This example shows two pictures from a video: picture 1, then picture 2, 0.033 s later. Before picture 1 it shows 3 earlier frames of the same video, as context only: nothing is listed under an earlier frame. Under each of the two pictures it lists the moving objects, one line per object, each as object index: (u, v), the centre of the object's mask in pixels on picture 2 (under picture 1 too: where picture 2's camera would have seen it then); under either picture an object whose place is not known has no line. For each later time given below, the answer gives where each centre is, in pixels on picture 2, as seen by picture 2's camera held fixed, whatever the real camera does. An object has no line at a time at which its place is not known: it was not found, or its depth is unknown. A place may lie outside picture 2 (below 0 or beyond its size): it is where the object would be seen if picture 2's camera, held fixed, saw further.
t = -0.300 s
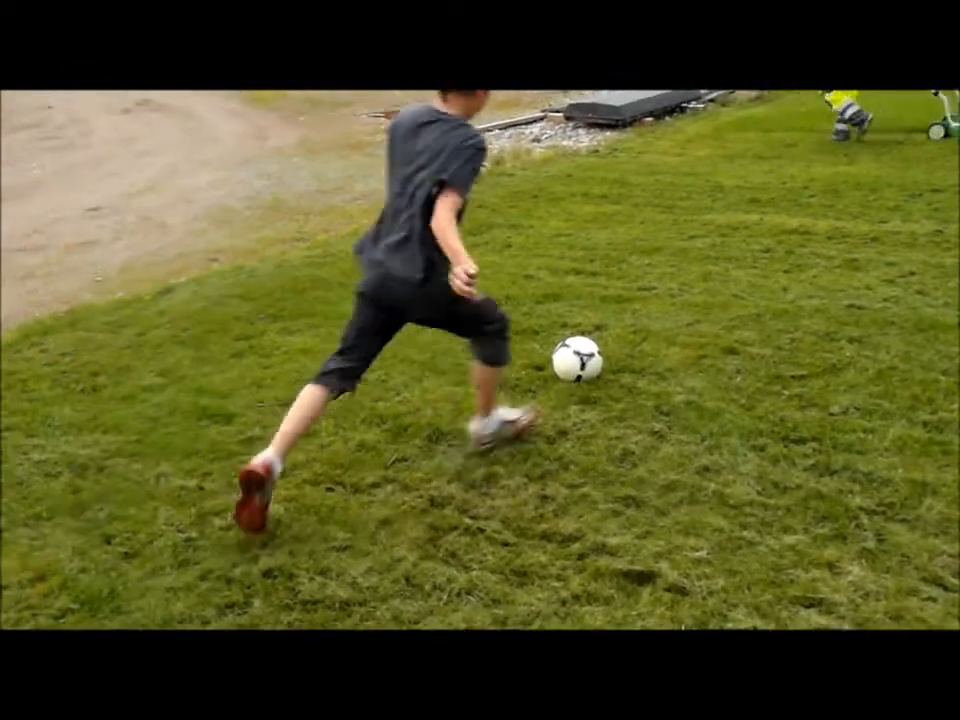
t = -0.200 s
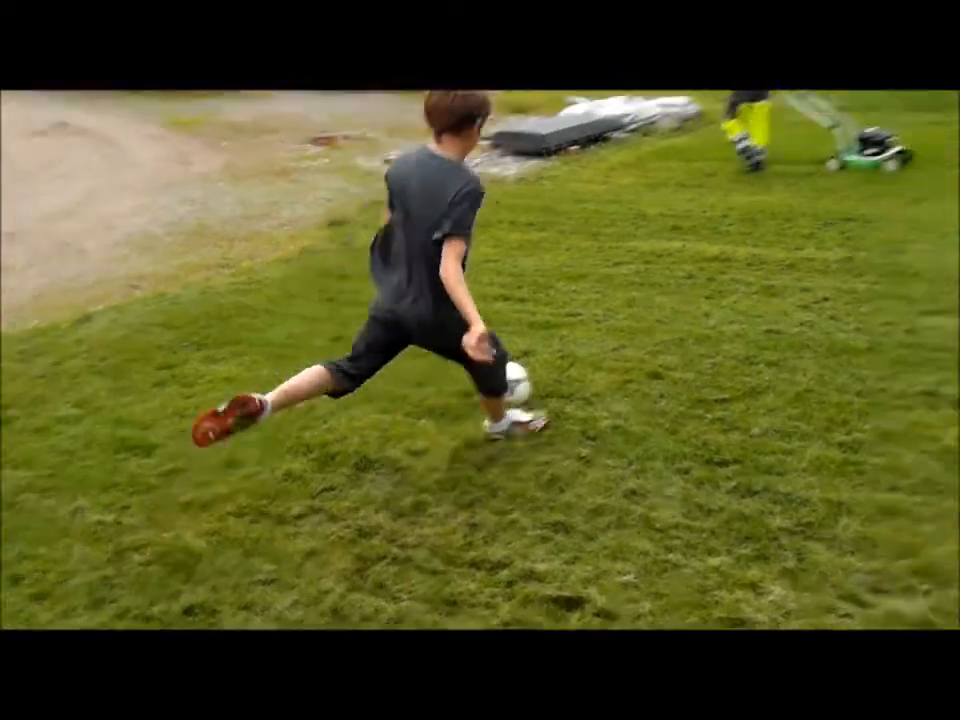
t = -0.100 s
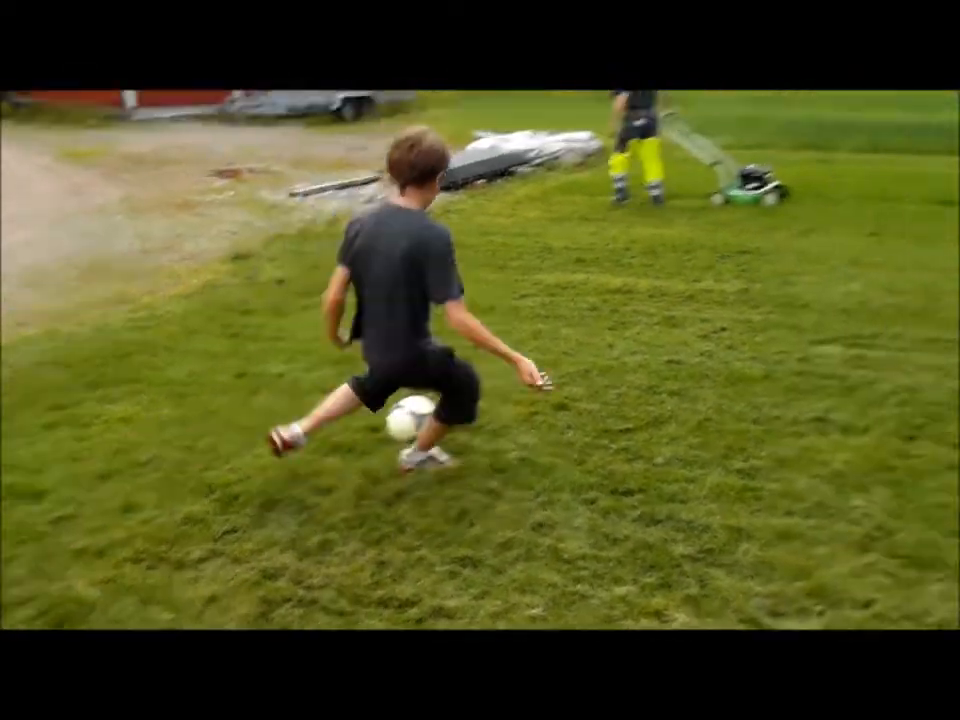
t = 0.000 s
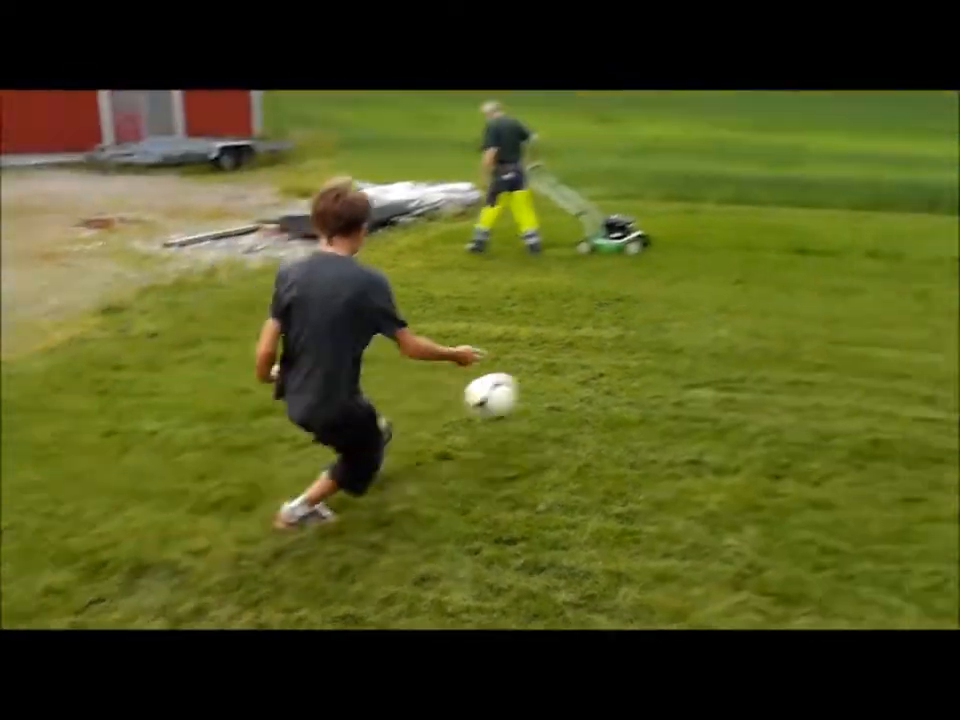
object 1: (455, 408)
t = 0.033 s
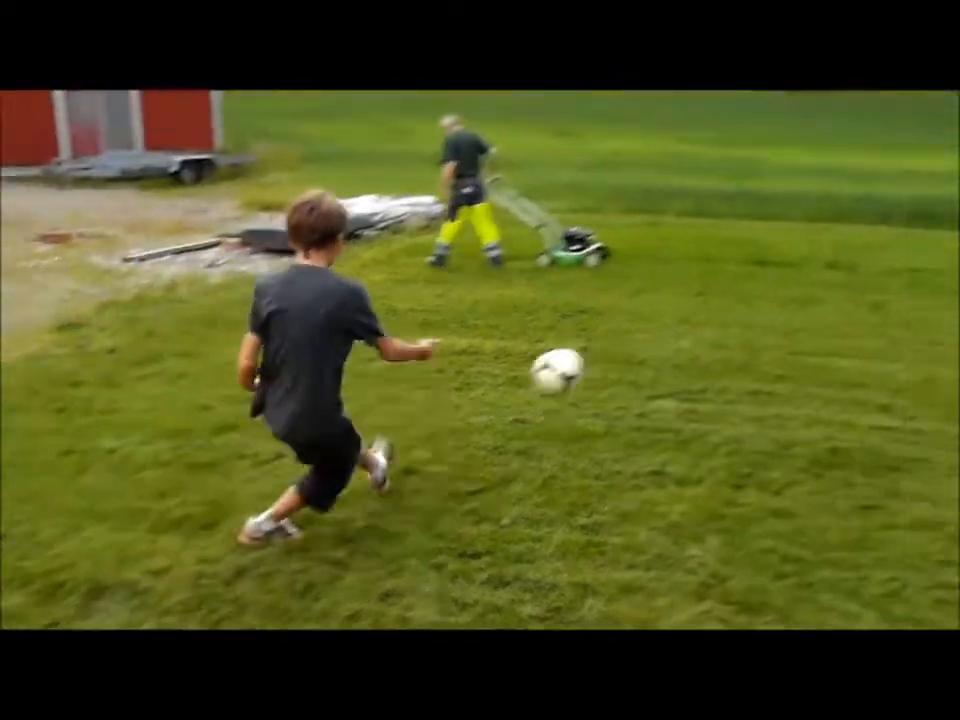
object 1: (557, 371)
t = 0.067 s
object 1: (653, 336)
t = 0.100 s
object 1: (738, 308)
